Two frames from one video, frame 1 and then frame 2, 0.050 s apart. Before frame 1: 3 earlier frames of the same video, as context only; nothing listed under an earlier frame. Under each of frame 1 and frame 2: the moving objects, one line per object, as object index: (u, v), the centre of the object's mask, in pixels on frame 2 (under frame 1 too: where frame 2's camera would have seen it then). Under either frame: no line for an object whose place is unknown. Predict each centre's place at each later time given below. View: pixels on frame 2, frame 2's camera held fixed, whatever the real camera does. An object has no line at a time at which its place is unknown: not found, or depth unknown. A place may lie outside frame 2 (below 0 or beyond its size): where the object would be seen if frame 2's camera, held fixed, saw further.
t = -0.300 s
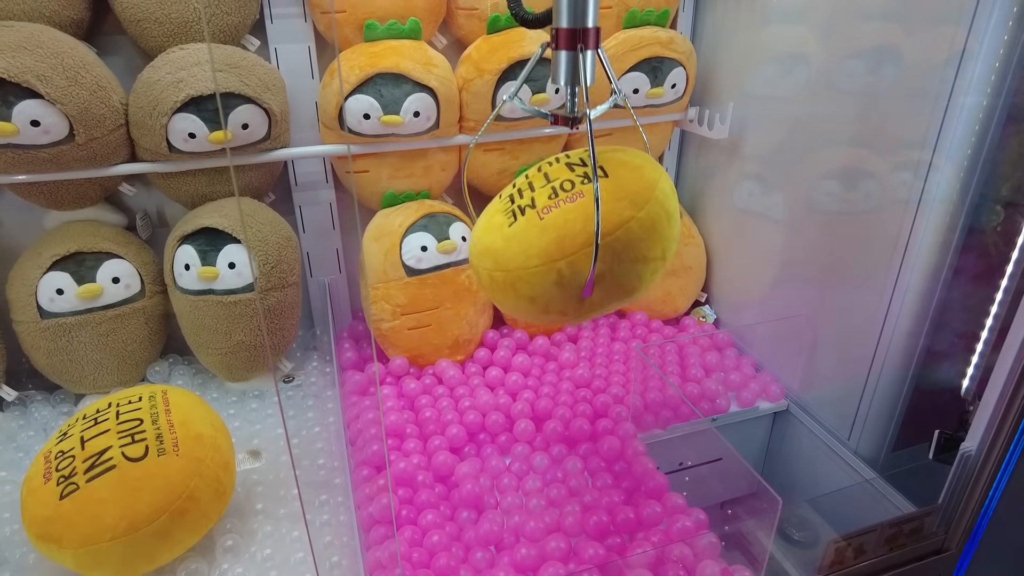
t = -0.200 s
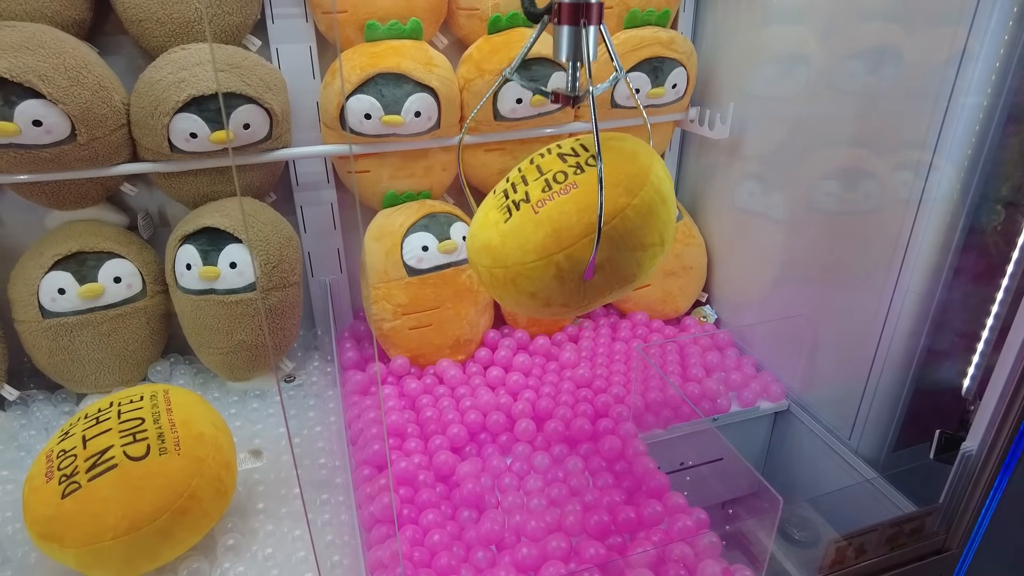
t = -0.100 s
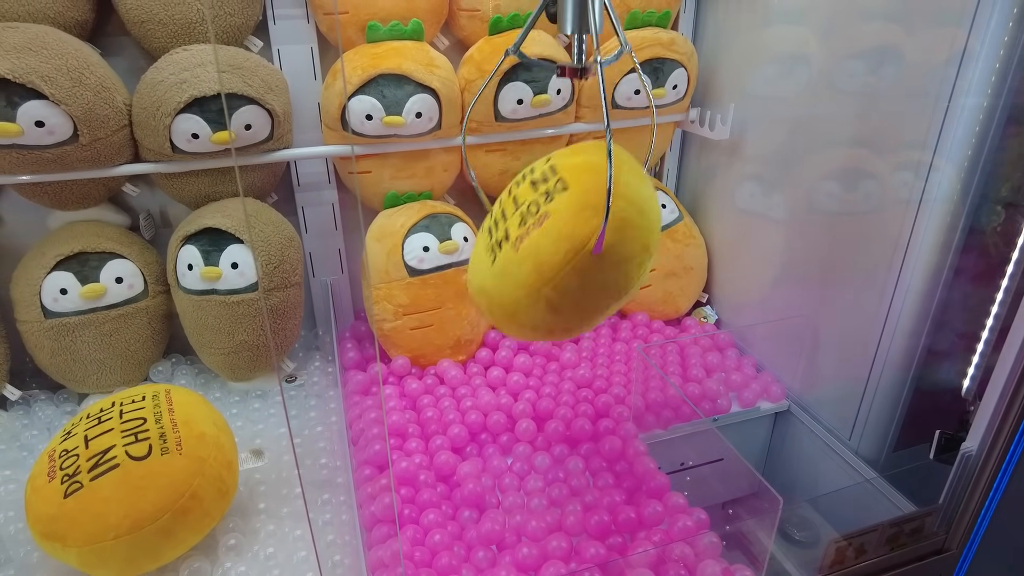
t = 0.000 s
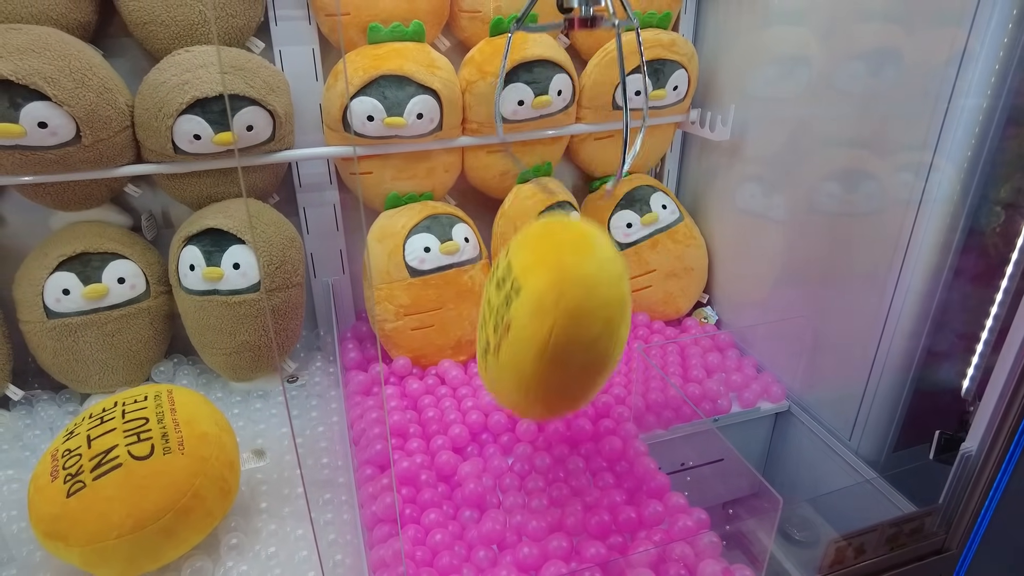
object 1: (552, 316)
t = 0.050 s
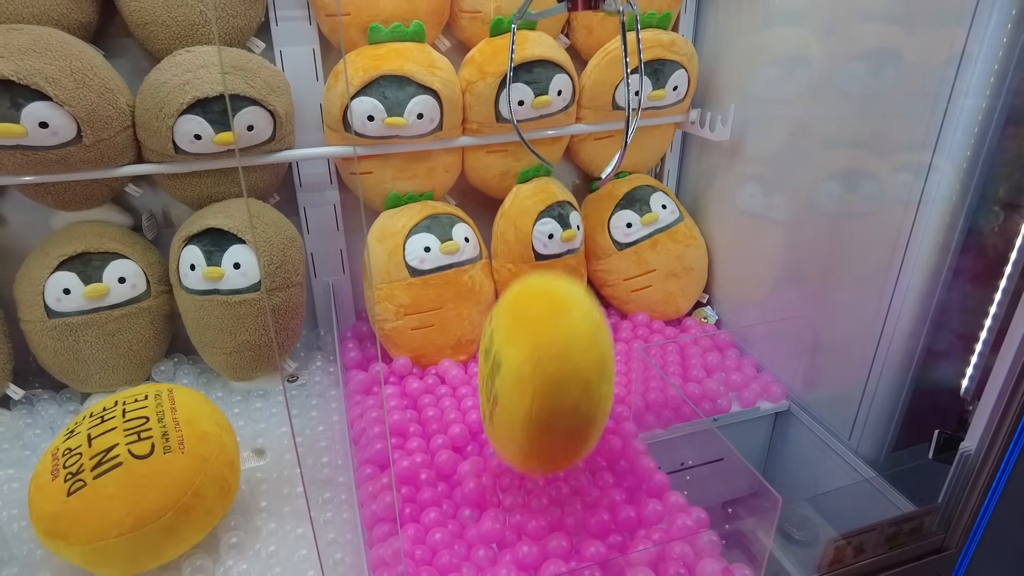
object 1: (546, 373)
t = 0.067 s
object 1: (543, 395)
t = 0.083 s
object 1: (540, 417)
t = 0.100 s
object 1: (538, 426)
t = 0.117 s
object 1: (536, 419)
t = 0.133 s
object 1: (534, 410)
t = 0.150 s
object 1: (532, 402)
